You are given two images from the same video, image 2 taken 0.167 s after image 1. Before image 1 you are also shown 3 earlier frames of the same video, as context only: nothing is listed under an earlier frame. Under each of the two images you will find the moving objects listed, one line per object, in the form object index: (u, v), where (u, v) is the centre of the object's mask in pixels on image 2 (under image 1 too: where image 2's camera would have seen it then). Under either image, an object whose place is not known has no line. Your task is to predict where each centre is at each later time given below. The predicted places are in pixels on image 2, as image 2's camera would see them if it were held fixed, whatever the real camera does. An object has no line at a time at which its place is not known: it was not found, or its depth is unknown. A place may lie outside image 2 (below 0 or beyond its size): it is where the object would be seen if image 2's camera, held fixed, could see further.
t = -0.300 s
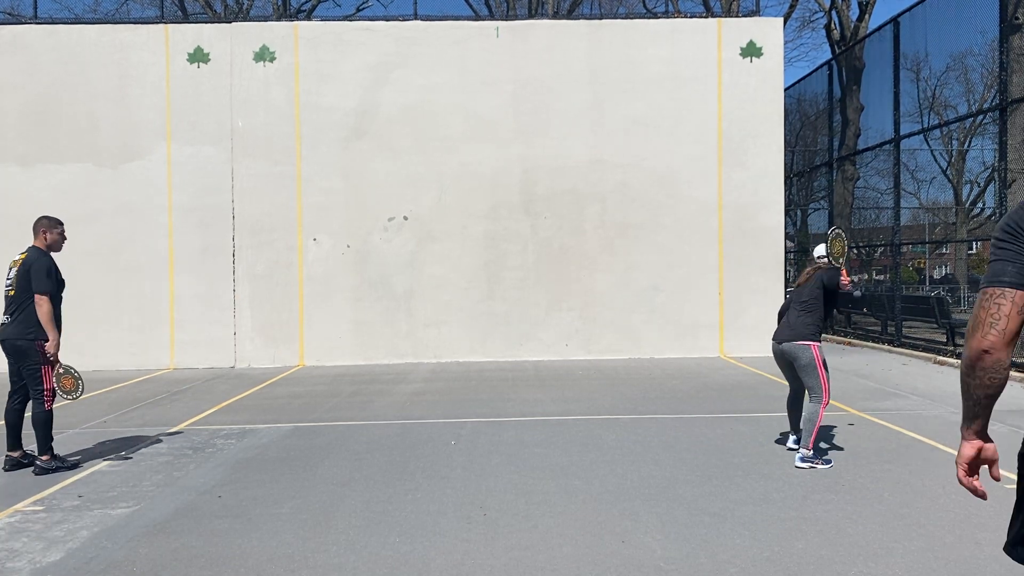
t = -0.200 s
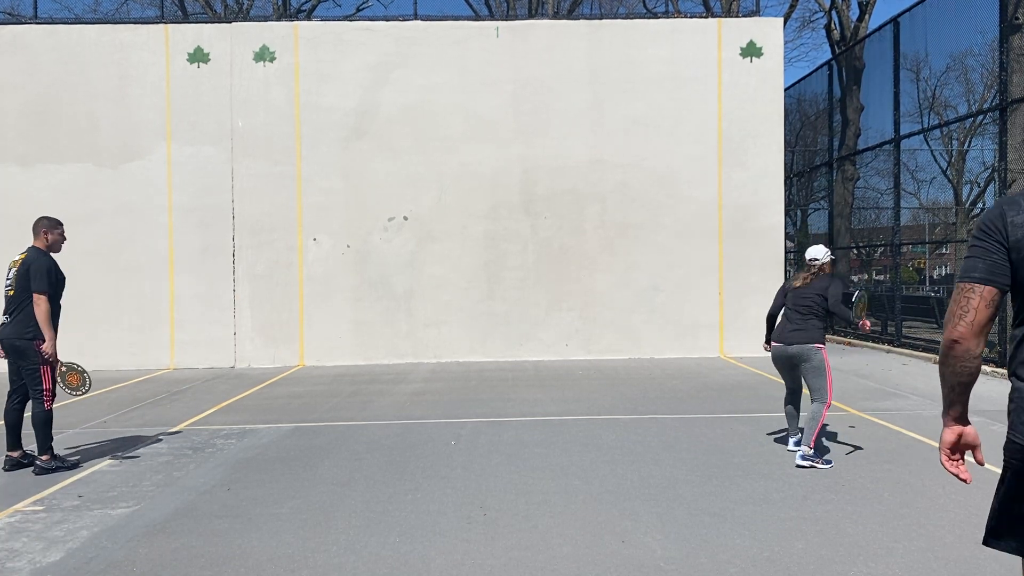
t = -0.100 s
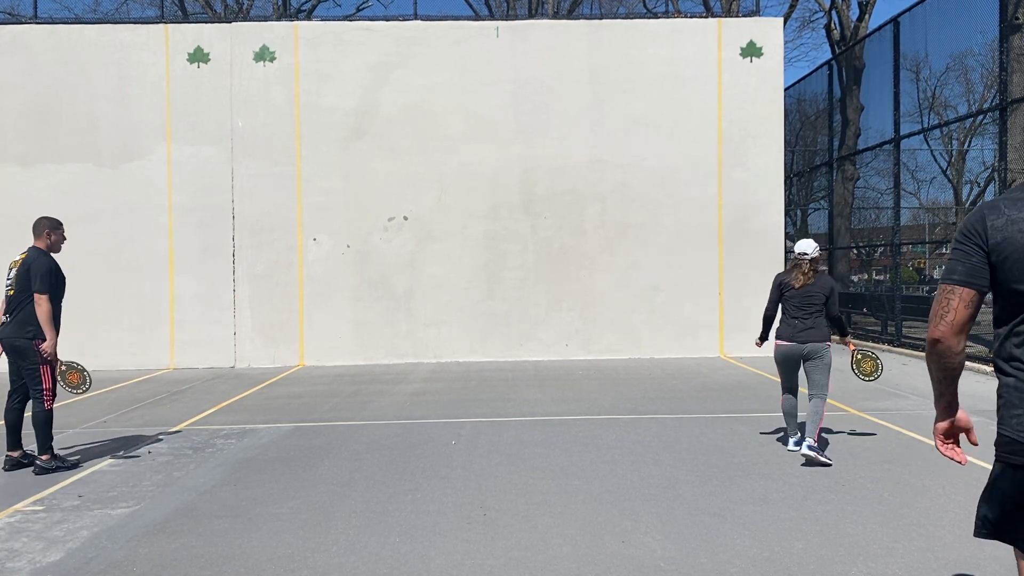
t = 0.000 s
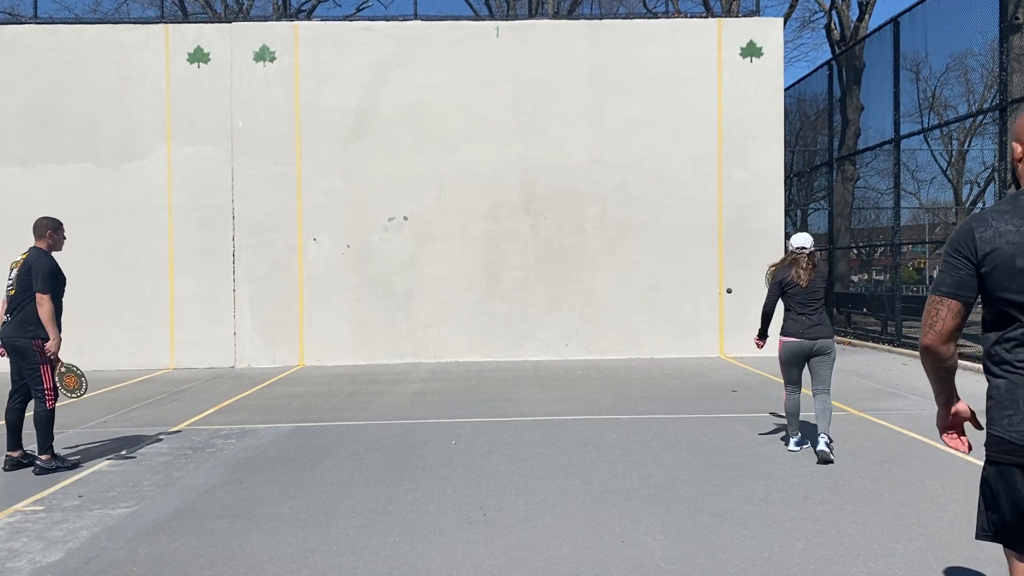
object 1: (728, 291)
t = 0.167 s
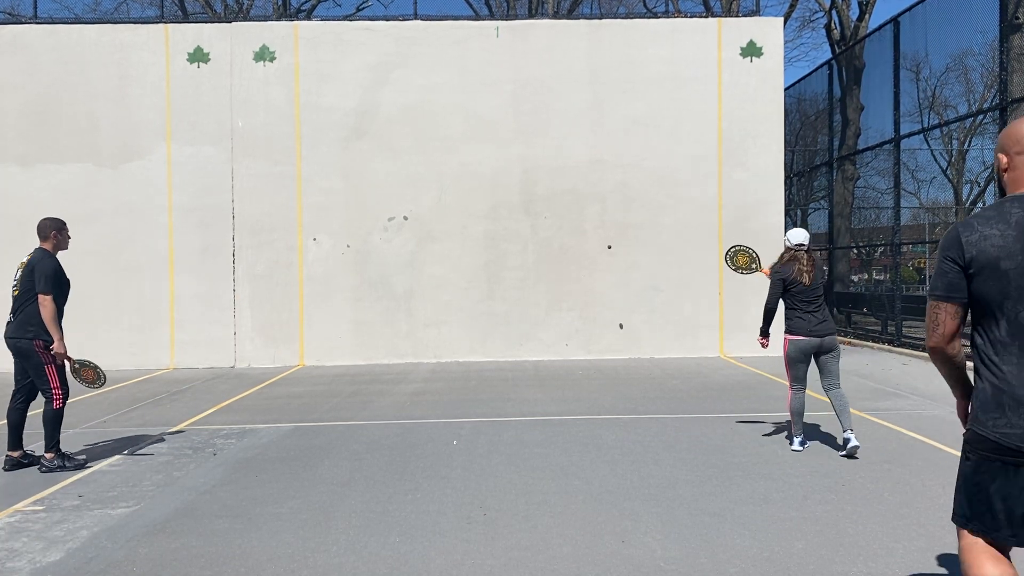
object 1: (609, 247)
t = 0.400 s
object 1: (565, 233)
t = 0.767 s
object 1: (465, 323)
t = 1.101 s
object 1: (246, 468)
